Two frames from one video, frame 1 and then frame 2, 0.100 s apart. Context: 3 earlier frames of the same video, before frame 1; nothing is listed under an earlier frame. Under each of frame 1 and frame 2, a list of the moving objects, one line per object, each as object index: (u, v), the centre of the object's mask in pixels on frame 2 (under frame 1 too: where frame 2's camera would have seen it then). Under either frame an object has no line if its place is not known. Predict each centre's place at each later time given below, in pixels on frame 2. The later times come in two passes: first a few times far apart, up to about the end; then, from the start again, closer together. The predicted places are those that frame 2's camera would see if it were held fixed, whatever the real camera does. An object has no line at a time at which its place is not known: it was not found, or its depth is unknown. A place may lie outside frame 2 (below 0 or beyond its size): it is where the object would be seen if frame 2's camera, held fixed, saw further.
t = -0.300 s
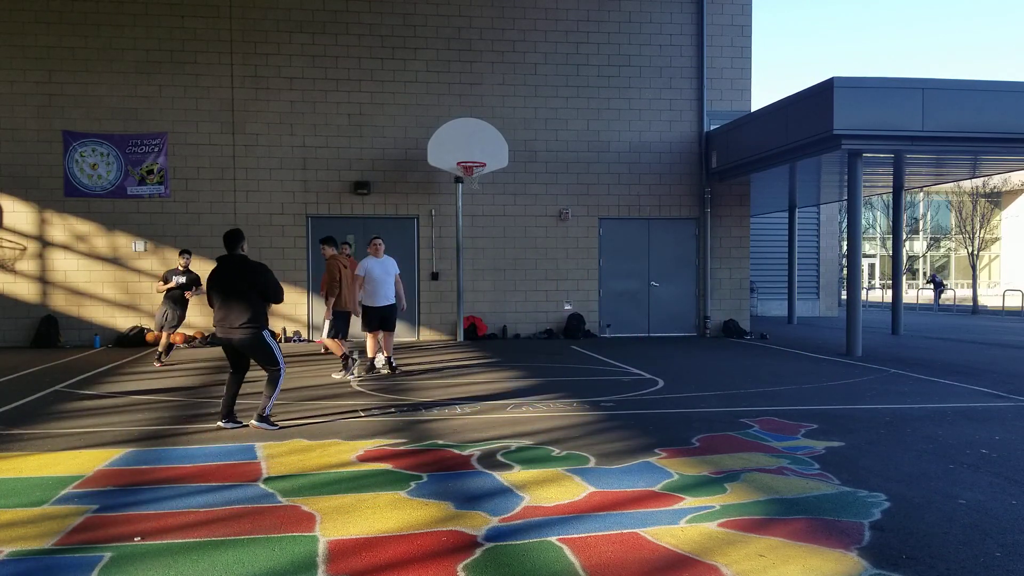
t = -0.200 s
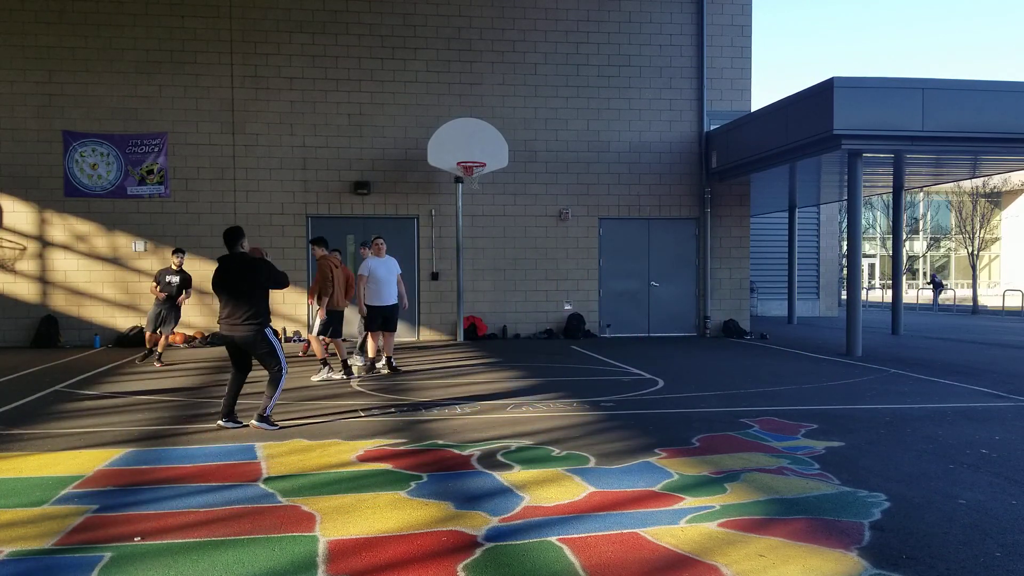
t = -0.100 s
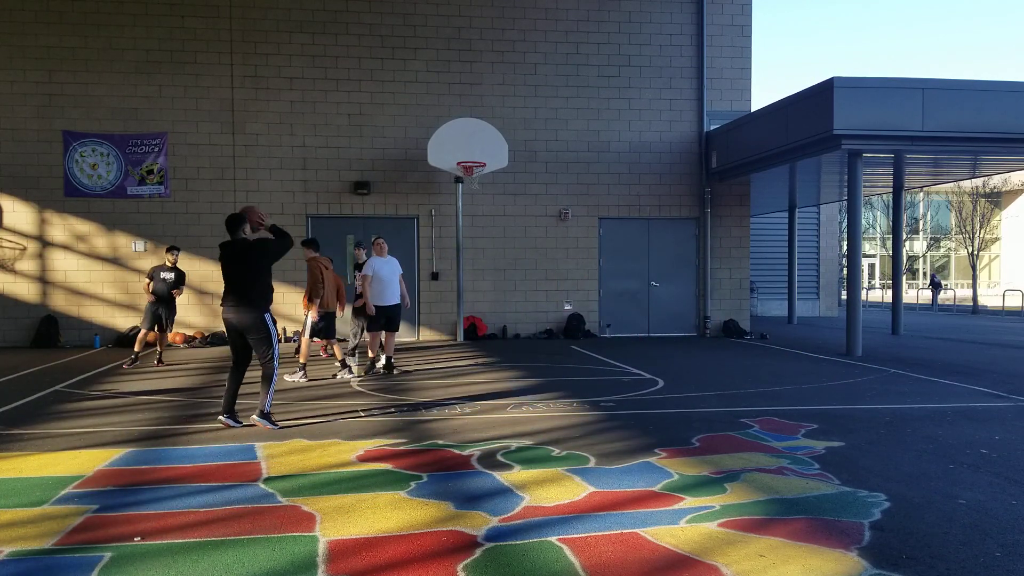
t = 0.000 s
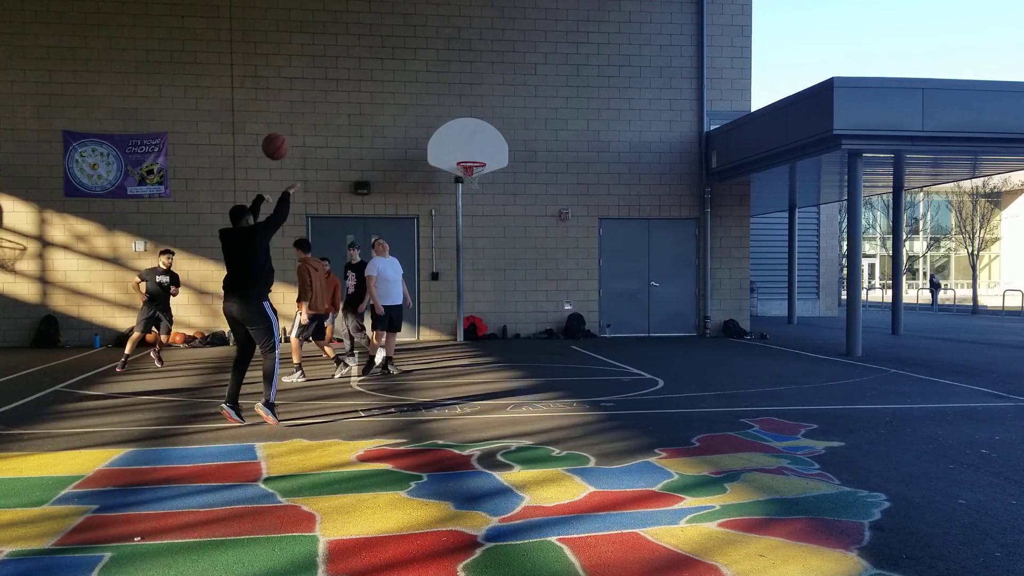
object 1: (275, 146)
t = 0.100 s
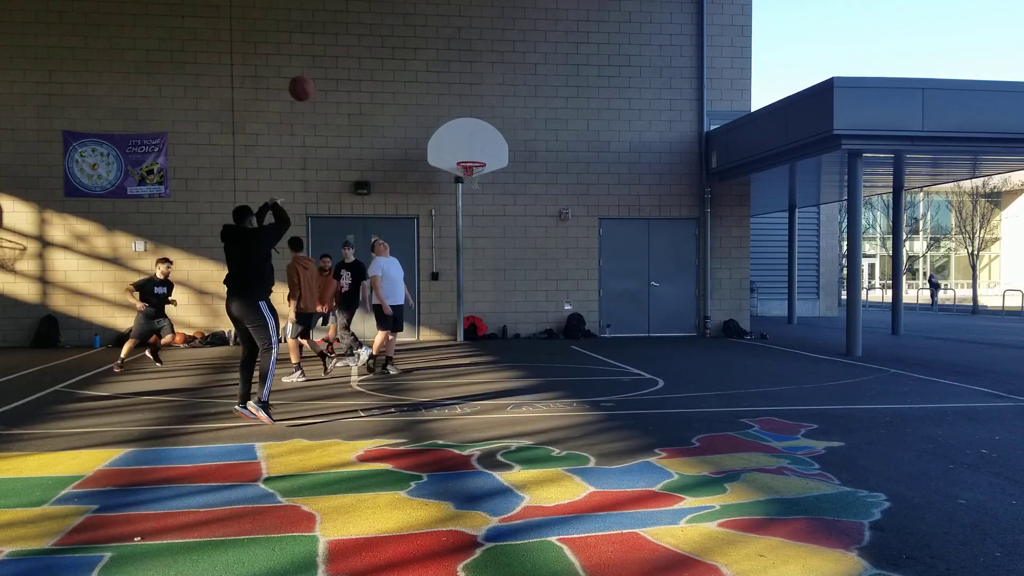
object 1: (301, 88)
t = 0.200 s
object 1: (323, 47)
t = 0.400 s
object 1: (362, 7)
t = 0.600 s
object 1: (395, 5)
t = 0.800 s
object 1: (421, 27)
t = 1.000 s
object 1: (443, 75)
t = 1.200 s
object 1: (463, 140)
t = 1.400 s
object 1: (462, 116)
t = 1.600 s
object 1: (456, 83)
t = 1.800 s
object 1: (451, 75)
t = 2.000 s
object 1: (446, 91)
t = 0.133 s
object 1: (309, 73)
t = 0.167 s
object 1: (316, 59)
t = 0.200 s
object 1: (323, 47)
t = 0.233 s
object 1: (331, 37)
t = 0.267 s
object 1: (338, 28)
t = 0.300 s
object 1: (344, 20)
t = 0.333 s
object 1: (351, 14)
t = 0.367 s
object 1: (357, 9)
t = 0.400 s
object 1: (362, 7)
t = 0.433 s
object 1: (368, 5)
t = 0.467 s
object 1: (374, 4)
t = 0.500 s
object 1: (379, 4)
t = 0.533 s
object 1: (385, 4)
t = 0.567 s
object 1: (390, 4)
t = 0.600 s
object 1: (395, 5)
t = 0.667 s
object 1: (404, 7)
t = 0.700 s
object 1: (408, 10)
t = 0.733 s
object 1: (412, 15)
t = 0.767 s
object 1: (417, 20)
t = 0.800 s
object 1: (421, 27)
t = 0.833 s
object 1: (425, 33)
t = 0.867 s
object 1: (428, 41)
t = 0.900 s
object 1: (432, 48)
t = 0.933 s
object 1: (435, 57)
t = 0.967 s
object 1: (439, 66)
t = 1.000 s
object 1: (443, 75)
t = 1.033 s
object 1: (447, 85)
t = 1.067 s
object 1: (450, 95)
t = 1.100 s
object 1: (453, 106)
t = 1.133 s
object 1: (456, 117)
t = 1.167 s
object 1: (460, 128)
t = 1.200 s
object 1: (463, 140)
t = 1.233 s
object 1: (466, 152)
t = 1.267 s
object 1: (466, 152)
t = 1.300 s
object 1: (465, 142)
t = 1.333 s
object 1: (464, 133)
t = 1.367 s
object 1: (463, 124)
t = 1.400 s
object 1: (462, 116)
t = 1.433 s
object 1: (461, 109)
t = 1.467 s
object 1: (460, 102)
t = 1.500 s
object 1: (459, 97)
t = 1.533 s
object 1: (458, 91)
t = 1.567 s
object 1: (457, 87)
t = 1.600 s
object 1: (456, 83)
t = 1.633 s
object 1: (455, 80)
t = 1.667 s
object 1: (455, 77)
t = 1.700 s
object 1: (454, 76)
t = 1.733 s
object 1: (453, 74)
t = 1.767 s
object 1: (452, 74)
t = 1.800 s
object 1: (451, 75)
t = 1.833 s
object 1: (450, 76)
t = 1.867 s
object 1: (449, 77)
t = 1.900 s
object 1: (449, 80)
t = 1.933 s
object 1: (448, 83)
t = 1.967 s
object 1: (447, 87)
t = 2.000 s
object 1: (446, 91)
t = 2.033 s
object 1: (445, 96)
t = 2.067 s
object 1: (445, 102)
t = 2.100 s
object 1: (444, 109)
